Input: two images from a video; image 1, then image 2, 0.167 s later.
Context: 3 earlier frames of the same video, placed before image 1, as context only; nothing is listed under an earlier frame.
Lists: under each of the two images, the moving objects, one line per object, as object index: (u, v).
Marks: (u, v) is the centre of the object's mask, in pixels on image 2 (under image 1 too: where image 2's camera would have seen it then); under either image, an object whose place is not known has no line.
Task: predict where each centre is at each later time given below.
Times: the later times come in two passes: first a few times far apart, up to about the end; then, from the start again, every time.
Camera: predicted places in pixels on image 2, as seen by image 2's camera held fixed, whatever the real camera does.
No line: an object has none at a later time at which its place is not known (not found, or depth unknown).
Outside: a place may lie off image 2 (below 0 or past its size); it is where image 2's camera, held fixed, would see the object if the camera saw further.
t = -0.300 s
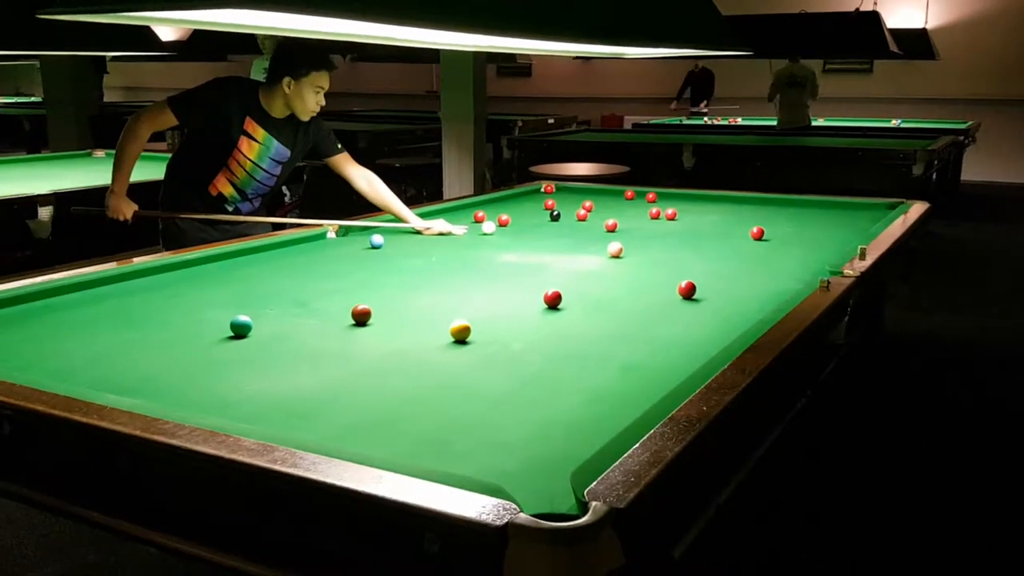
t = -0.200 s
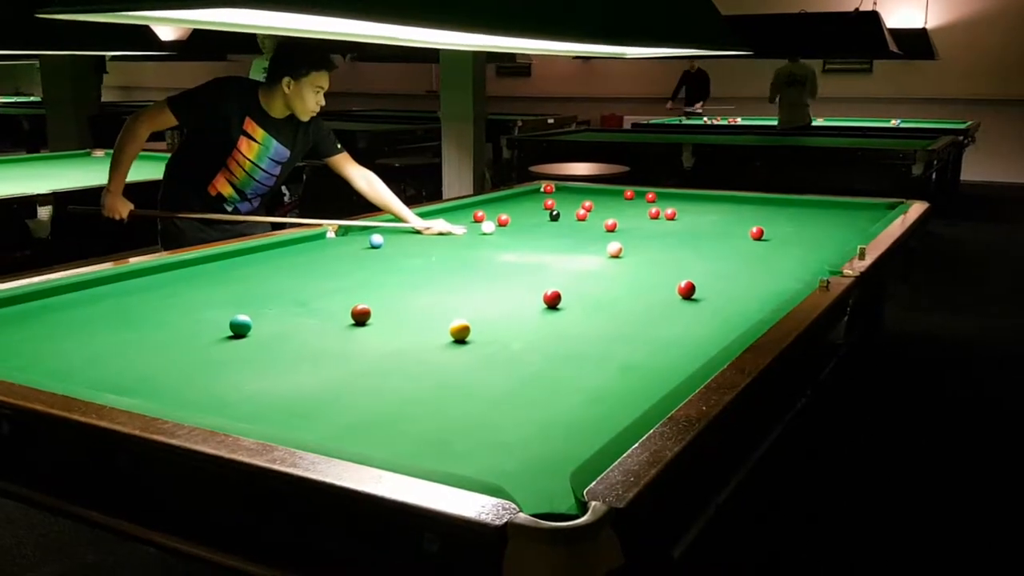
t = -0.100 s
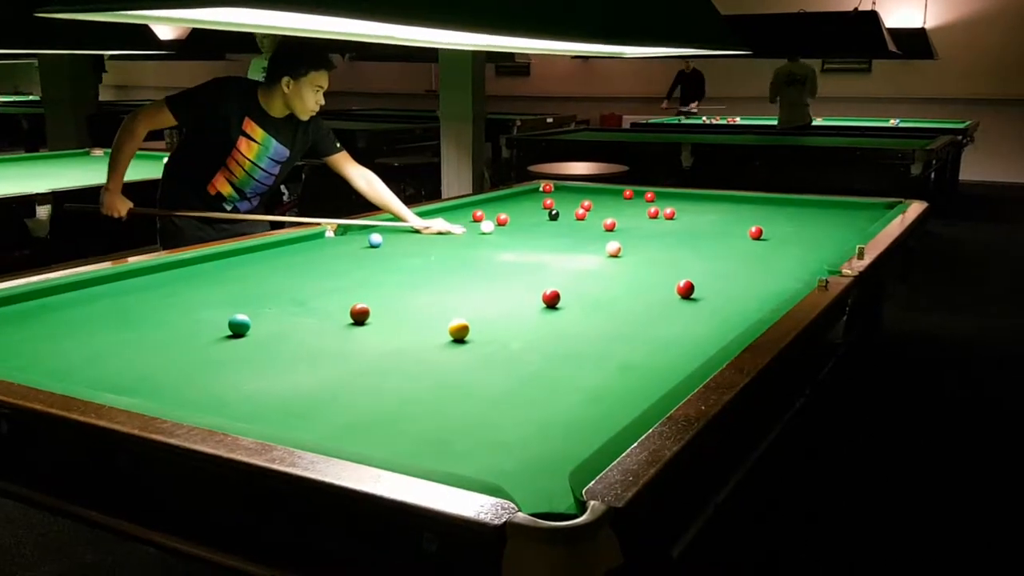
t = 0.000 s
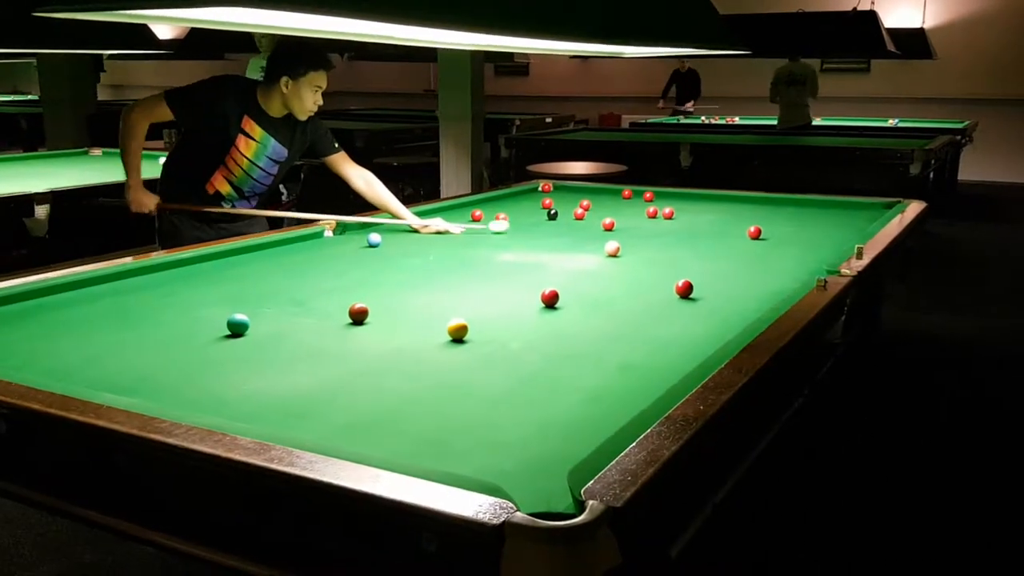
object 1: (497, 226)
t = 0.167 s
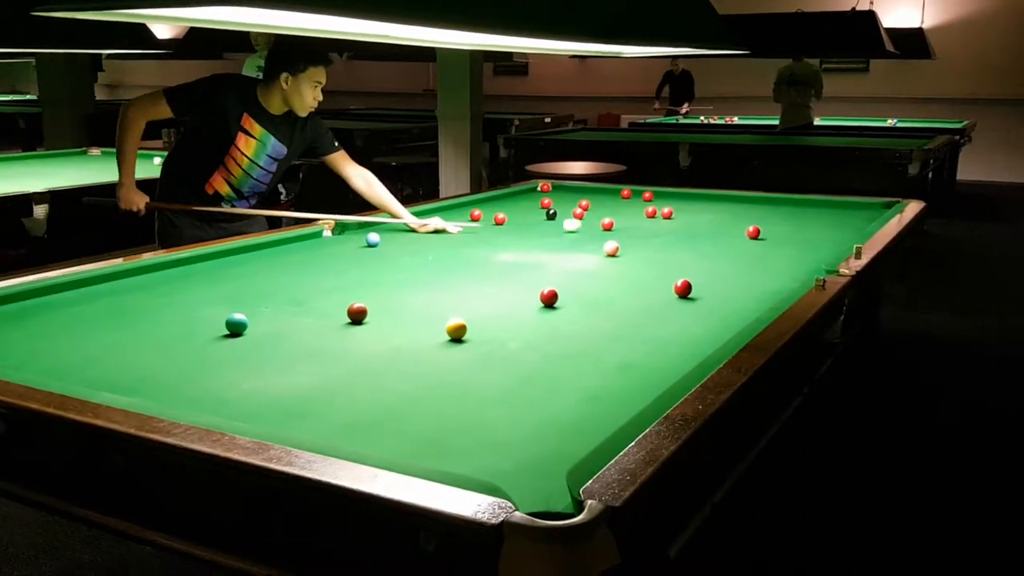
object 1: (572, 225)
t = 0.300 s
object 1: (605, 226)
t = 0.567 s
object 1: (650, 230)
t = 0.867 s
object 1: (705, 235)
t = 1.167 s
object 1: (761, 240)
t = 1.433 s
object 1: (813, 245)
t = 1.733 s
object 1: (812, 246)
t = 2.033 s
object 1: (775, 243)
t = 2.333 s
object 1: (741, 241)
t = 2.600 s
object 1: (715, 240)
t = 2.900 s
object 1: (689, 238)
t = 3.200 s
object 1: (665, 236)
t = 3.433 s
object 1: (650, 234)
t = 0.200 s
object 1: (584, 224)
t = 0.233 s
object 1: (595, 225)
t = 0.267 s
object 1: (601, 225)
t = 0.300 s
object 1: (605, 226)
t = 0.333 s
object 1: (610, 226)
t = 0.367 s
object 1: (616, 227)
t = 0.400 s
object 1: (621, 228)
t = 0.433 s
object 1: (627, 228)
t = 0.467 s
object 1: (632, 229)
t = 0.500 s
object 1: (638, 229)
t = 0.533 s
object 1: (644, 230)
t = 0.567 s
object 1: (650, 230)
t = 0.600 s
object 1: (657, 231)
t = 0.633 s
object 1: (663, 231)
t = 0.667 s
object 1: (668, 232)
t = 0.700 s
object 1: (674, 232)
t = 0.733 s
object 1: (680, 233)
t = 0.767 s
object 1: (686, 234)
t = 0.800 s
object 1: (693, 234)
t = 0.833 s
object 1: (699, 235)
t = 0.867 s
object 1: (705, 235)
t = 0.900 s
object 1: (711, 236)
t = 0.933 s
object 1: (717, 237)
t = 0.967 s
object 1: (723, 237)
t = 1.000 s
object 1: (730, 238)
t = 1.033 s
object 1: (736, 238)
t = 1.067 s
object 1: (742, 239)
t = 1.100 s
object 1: (749, 239)
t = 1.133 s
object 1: (755, 240)
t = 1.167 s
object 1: (761, 240)
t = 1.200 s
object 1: (768, 241)
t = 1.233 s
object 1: (774, 242)
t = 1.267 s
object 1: (781, 242)
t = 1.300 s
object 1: (787, 243)
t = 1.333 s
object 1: (794, 243)
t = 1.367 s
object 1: (800, 244)
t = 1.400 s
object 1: (807, 245)
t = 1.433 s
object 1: (813, 245)
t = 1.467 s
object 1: (819, 245)
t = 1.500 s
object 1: (826, 246)
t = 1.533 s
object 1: (832, 246)
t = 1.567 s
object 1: (834, 247)
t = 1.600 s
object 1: (830, 247)
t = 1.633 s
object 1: (825, 247)
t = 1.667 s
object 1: (821, 246)
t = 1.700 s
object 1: (816, 246)
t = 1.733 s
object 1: (812, 246)
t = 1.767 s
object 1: (808, 246)
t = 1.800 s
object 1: (803, 245)
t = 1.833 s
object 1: (799, 245)
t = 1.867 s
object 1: (795, 245)
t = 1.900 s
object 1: (791, 244)
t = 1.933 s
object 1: (787, 244)
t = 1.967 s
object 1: (783, 244)
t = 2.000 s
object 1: (778, 244)
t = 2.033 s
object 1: (775, 243)
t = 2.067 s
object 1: (771, 243)
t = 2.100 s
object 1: (767, 243)
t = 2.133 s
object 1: (763, 243)
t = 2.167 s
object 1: (759, 243)
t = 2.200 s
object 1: (756, 242)
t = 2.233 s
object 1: (752, 242)
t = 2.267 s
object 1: (748, 242)
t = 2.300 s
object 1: (744, 242)
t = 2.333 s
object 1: (741, 241)
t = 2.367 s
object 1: (738, 241)
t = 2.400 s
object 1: (734, 241)
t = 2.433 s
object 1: (731, 241)
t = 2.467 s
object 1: (728, 240)
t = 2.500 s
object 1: (724, 240)
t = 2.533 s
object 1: (721, 240)
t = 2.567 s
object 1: (718, 240)
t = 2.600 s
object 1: (715, 240)
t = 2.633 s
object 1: (712, 239)
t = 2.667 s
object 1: (709, 239)
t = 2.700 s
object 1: (706, 239)
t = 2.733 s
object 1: (703, 238)
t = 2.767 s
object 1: (700, 238)
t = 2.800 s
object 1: (697, 238)
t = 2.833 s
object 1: (694, 238)
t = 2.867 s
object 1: (691, 238)
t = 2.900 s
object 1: (689, 238)
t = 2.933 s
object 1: (686, 237)
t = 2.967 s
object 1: (683, 237)
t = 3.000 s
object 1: (681, 237)
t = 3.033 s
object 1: (678, 237)
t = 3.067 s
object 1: (676, 237)
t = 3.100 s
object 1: (673, 237)
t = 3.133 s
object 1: (670, 236)
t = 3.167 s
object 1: (668, 236)
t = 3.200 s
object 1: (665, 236)
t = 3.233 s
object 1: (663, 235)
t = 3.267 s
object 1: (661, 235)
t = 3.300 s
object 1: (659, 235)
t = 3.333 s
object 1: (656, 235)
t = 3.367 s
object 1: (654, 234)
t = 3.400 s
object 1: (653, 234)
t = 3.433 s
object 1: (650, 234)
